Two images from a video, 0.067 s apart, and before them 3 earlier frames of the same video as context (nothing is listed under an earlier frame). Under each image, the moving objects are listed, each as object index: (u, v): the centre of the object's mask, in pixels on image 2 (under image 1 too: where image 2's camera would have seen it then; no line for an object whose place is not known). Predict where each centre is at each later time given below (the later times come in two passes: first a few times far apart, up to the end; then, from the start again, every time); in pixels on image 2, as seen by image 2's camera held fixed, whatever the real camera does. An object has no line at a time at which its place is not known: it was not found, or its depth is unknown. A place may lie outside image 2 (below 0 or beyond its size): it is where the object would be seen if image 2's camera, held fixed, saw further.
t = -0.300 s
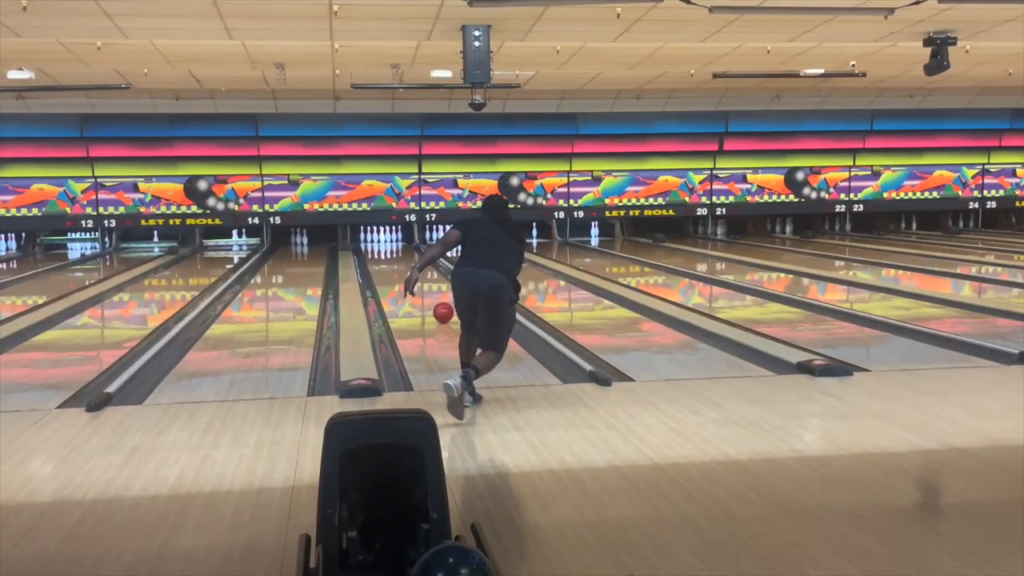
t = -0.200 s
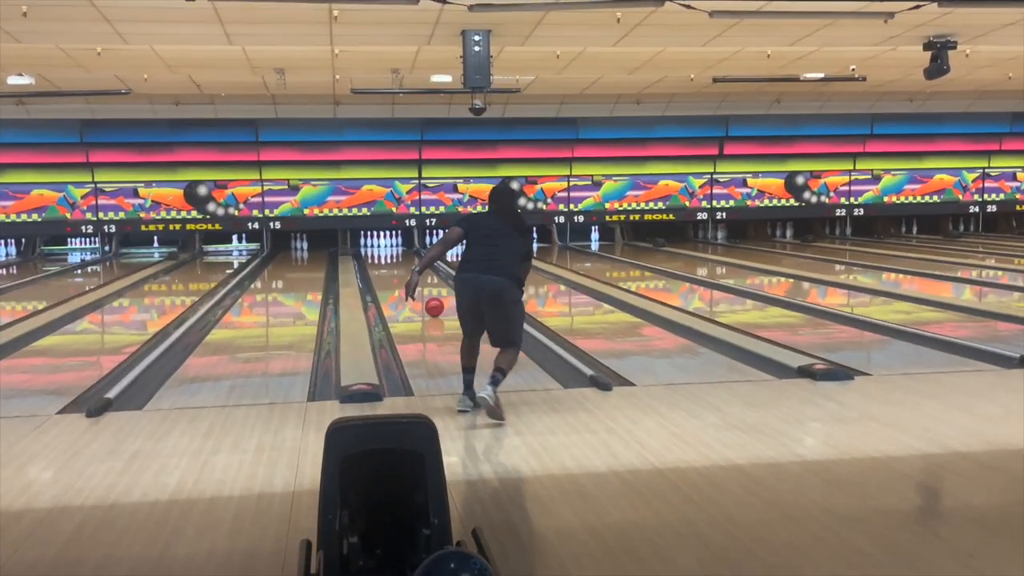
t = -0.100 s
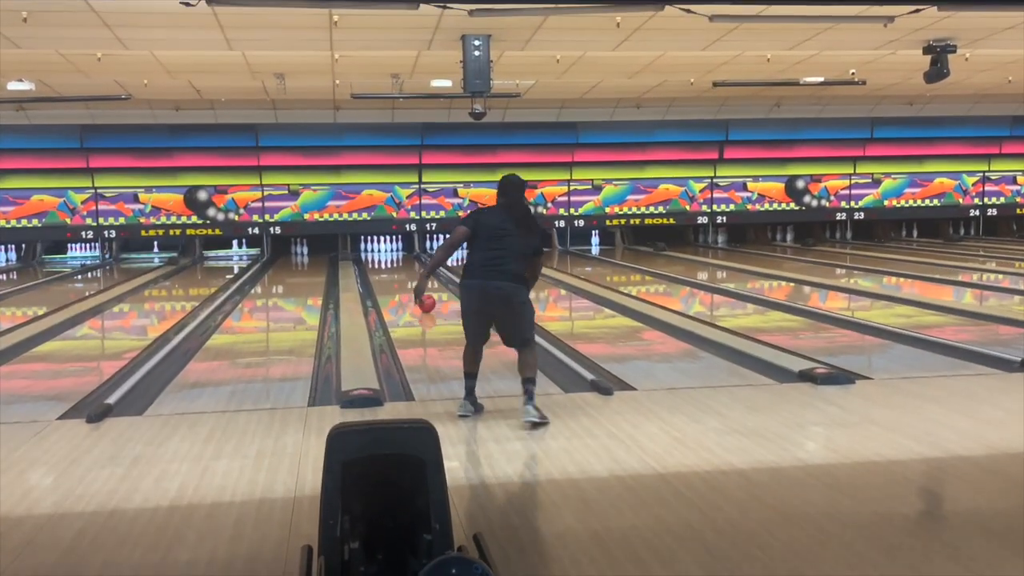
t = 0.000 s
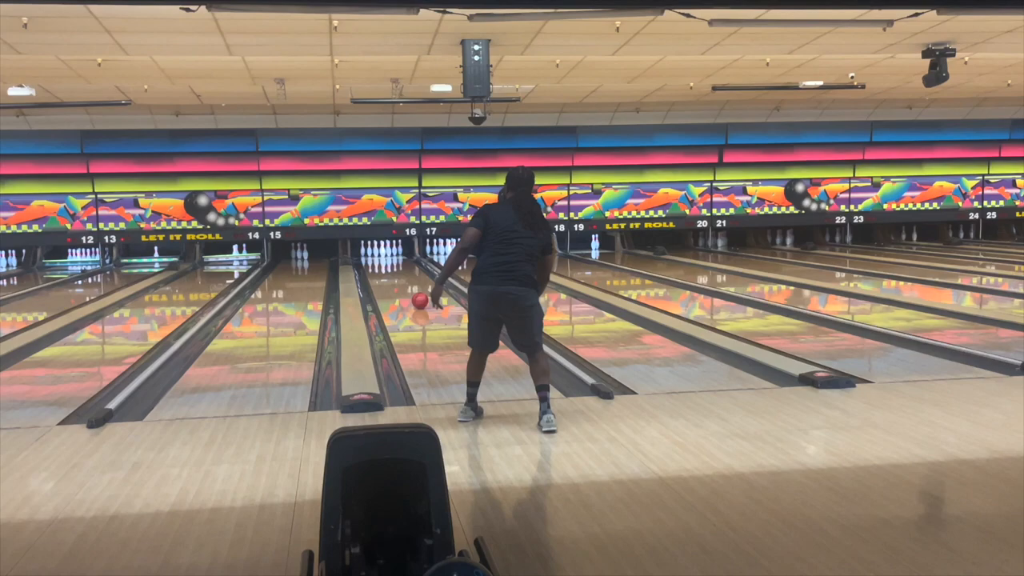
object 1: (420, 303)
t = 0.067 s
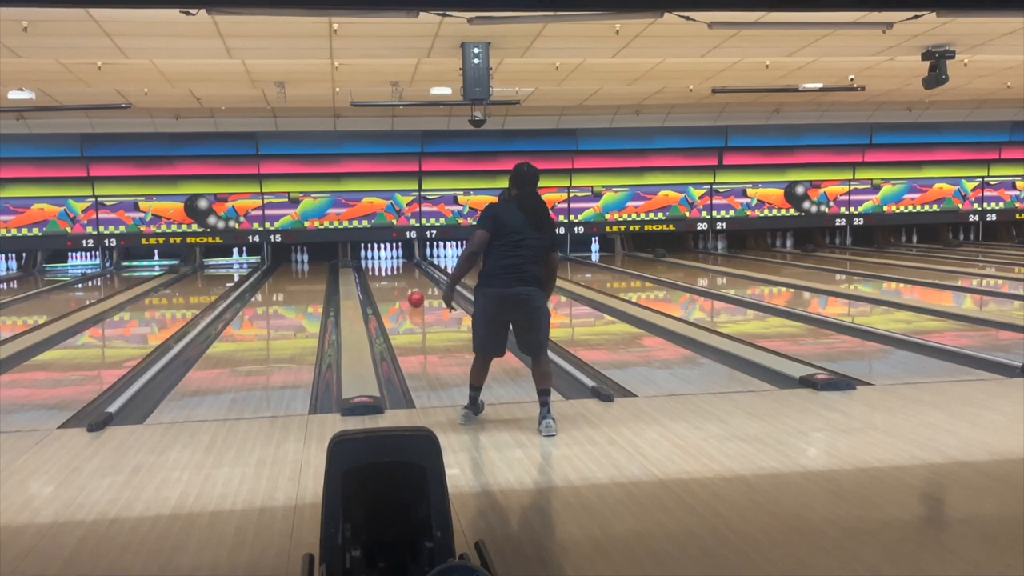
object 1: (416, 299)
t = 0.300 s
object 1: (403, 288)
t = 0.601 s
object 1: (390, 278)
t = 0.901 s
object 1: (381, 270)
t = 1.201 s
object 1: (374, 263)
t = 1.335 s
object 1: (371, 260)
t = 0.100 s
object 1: (414, 297)
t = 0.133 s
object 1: (412, 296)
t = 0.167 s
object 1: (410, 295)
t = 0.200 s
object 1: (408, 292)
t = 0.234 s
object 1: (407, 291)
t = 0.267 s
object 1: (405, 289)
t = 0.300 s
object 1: (403, 288)
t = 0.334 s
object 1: (402, 287)
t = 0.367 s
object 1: (400, 286)
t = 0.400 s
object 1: (399, 284)
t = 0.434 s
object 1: (398, 283)
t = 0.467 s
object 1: (396, 282)
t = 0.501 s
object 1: (395, 281)
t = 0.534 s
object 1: (394, 281)
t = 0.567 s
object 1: (392, 279)
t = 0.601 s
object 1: (390, 278)
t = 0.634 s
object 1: (389, 277)
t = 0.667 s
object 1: (389, 276)
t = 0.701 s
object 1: (387, 275)
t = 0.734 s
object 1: (386, 274)
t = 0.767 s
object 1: (385, 273)
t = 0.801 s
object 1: (384, 272)
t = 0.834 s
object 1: (382, 271)
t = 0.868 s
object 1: (381, 270)
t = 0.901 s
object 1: (381, 270)
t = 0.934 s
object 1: (380, 270)
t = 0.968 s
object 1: (379, 269)
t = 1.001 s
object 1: (378, 268)
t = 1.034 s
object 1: (377, 267)
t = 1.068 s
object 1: (376, 266)
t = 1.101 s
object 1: (375, 265)
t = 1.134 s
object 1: (375, 264)
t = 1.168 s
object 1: (374, 264)
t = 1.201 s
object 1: (374, 263)
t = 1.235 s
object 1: (373, 262)
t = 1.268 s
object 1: (372, 262)
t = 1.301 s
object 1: (371, 261)
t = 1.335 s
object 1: (371, 260)
